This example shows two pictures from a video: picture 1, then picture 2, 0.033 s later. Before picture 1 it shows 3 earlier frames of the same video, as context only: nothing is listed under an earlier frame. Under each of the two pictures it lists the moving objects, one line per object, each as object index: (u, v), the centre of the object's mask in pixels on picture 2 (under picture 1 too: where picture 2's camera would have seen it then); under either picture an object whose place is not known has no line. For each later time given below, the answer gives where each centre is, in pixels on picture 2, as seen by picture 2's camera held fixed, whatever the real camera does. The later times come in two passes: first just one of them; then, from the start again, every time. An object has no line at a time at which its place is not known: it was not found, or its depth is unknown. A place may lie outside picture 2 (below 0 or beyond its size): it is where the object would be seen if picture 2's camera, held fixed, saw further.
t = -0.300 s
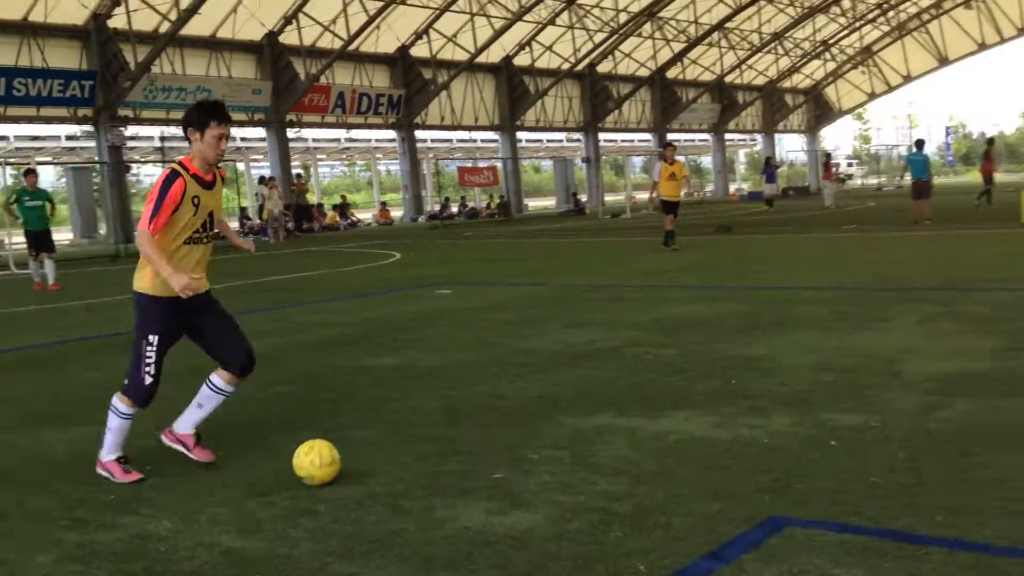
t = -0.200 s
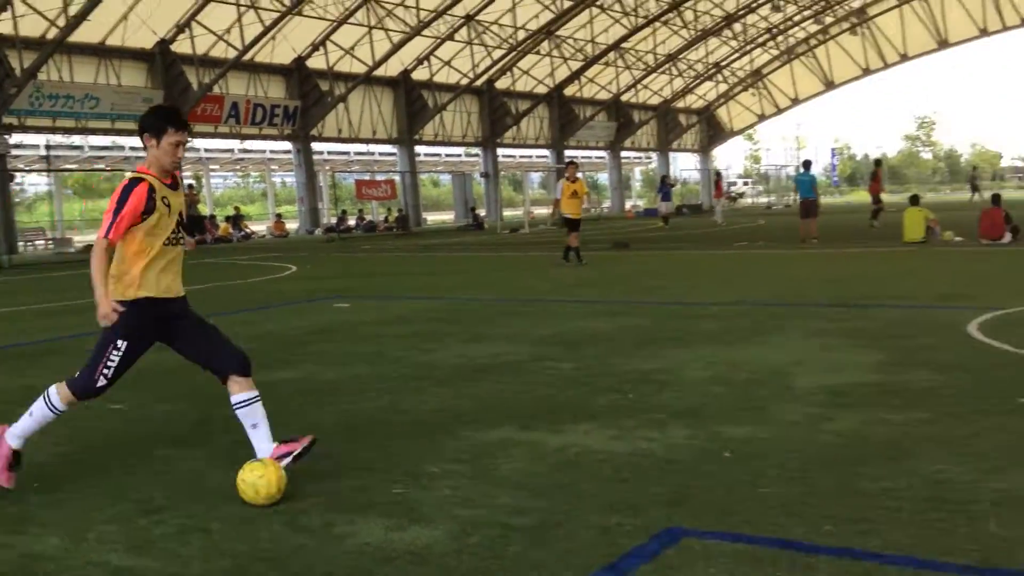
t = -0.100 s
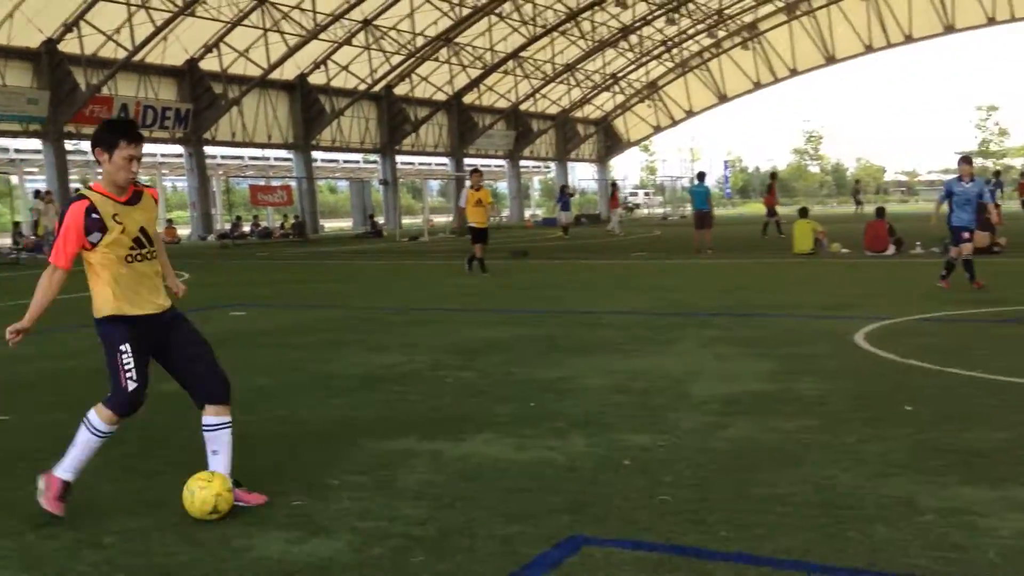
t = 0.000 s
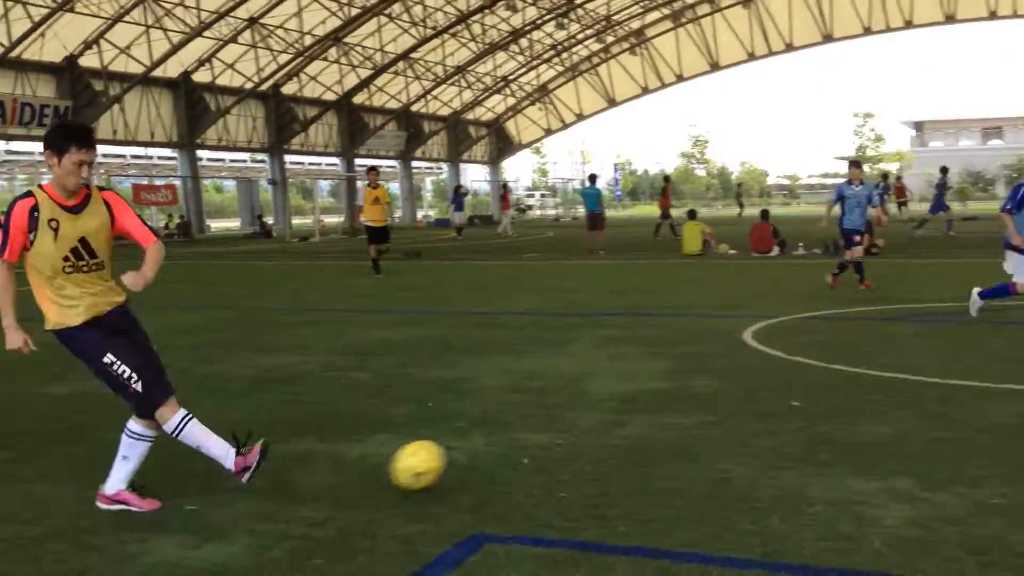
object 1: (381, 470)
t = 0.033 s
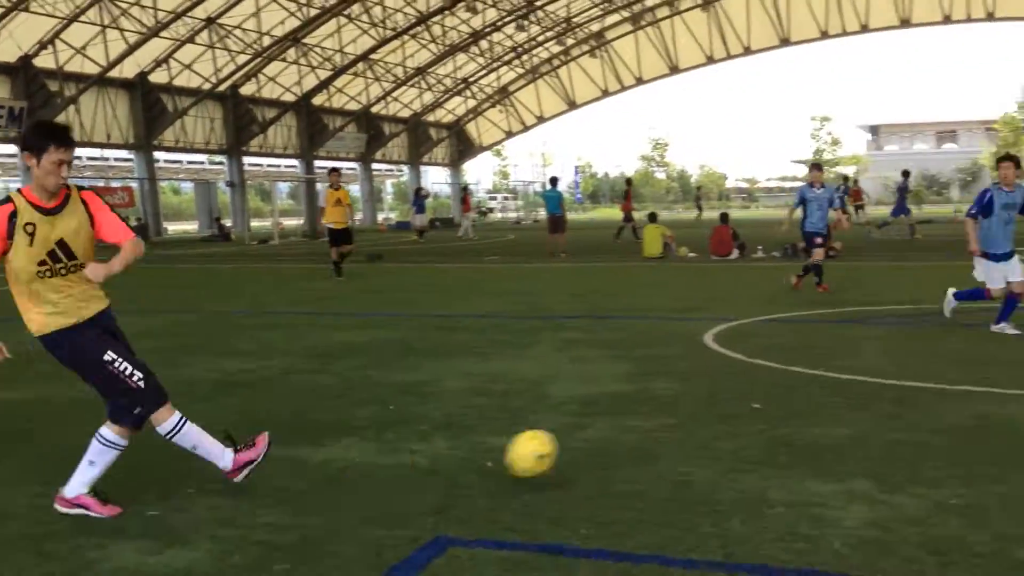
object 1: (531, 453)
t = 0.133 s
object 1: (932, 426)
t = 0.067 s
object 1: (672, 440)
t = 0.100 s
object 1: (805, 432)
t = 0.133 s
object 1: (932, 426)
